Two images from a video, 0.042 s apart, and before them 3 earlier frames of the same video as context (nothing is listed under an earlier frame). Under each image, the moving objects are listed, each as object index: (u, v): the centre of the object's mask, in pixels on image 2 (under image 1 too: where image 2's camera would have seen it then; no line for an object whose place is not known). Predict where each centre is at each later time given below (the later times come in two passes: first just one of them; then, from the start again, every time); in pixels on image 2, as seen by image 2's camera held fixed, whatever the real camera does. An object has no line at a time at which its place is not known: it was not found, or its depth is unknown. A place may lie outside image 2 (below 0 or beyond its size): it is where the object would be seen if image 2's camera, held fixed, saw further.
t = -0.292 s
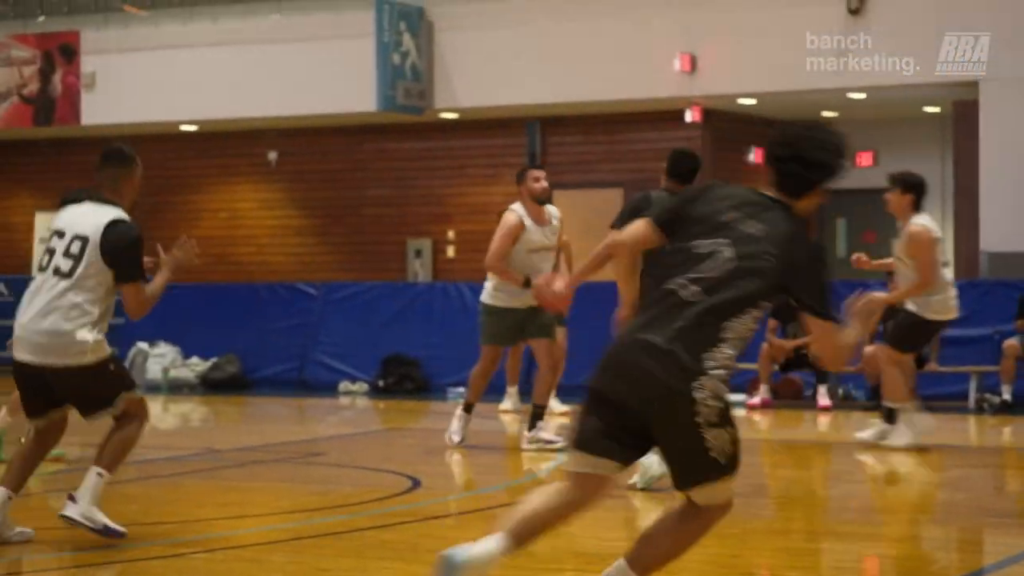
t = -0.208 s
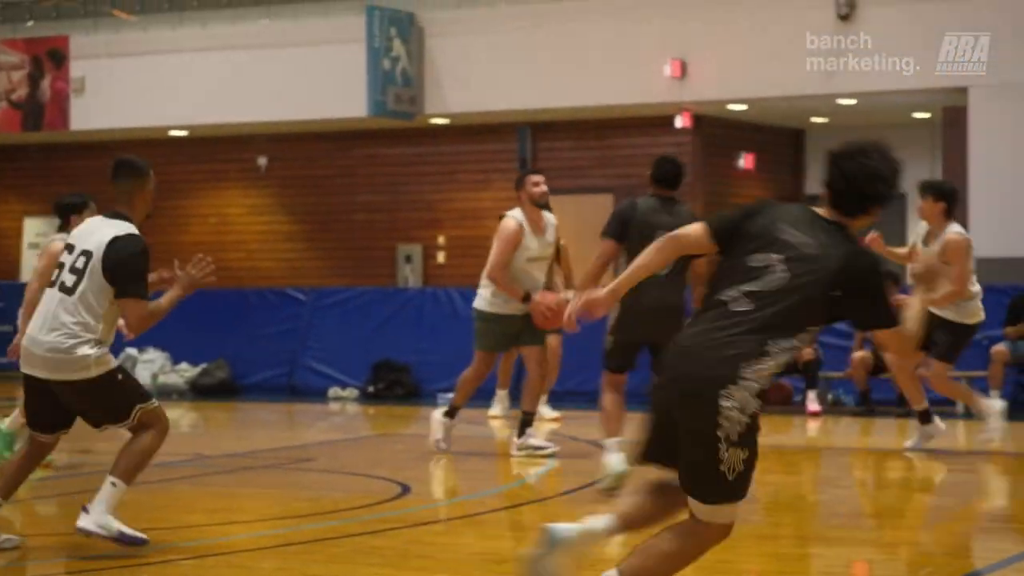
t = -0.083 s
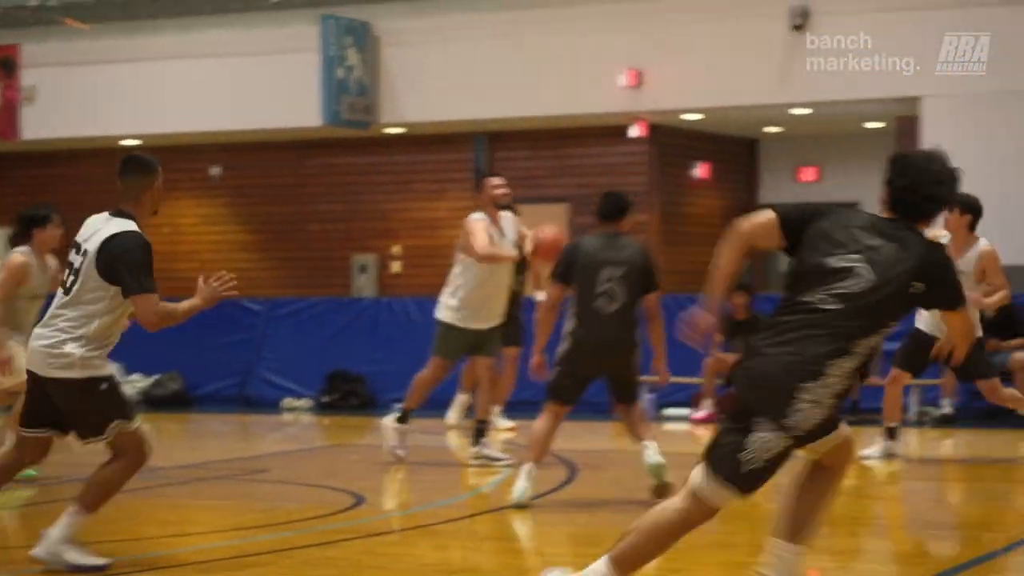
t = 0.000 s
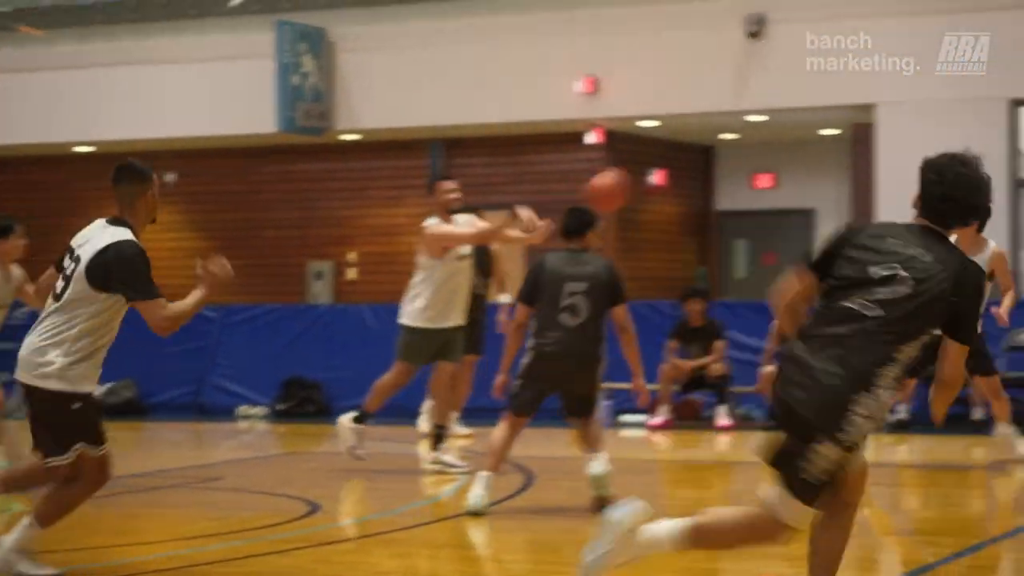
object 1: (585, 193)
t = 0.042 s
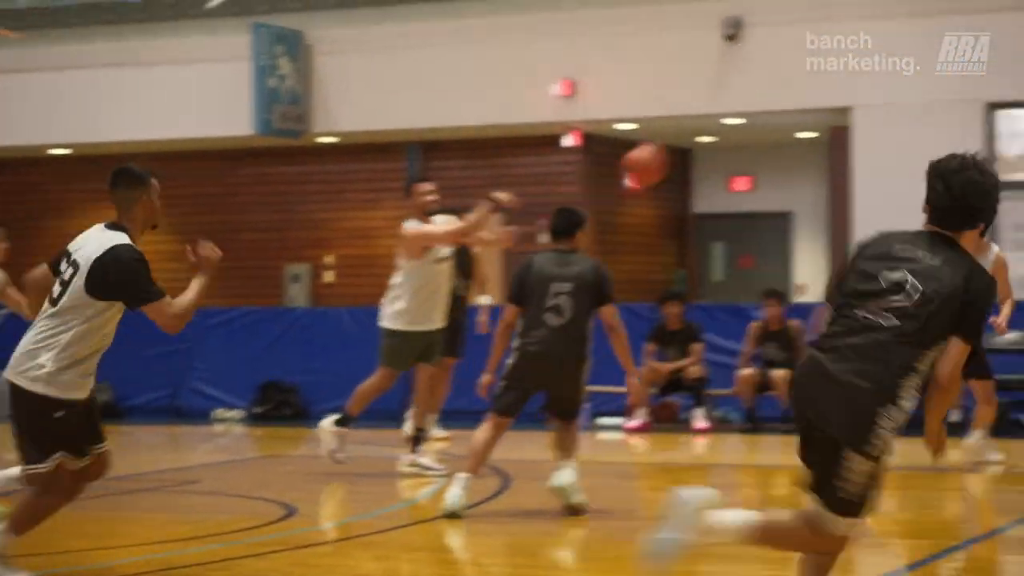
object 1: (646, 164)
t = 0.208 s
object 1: (897, 69)
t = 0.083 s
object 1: (704, 138)
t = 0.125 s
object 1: (768, 114)
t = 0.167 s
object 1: (833, 91)
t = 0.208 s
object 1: (897, 69)
